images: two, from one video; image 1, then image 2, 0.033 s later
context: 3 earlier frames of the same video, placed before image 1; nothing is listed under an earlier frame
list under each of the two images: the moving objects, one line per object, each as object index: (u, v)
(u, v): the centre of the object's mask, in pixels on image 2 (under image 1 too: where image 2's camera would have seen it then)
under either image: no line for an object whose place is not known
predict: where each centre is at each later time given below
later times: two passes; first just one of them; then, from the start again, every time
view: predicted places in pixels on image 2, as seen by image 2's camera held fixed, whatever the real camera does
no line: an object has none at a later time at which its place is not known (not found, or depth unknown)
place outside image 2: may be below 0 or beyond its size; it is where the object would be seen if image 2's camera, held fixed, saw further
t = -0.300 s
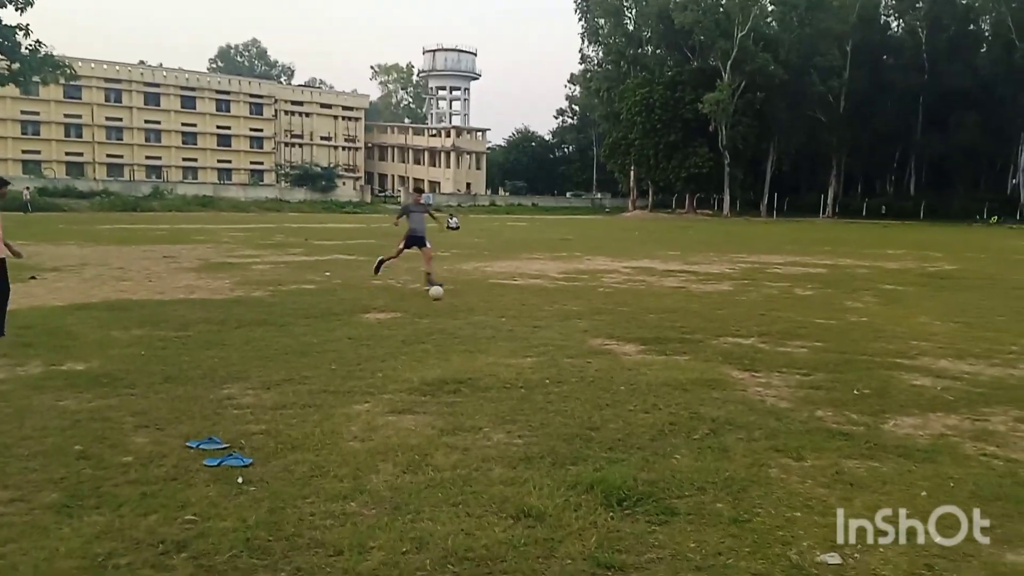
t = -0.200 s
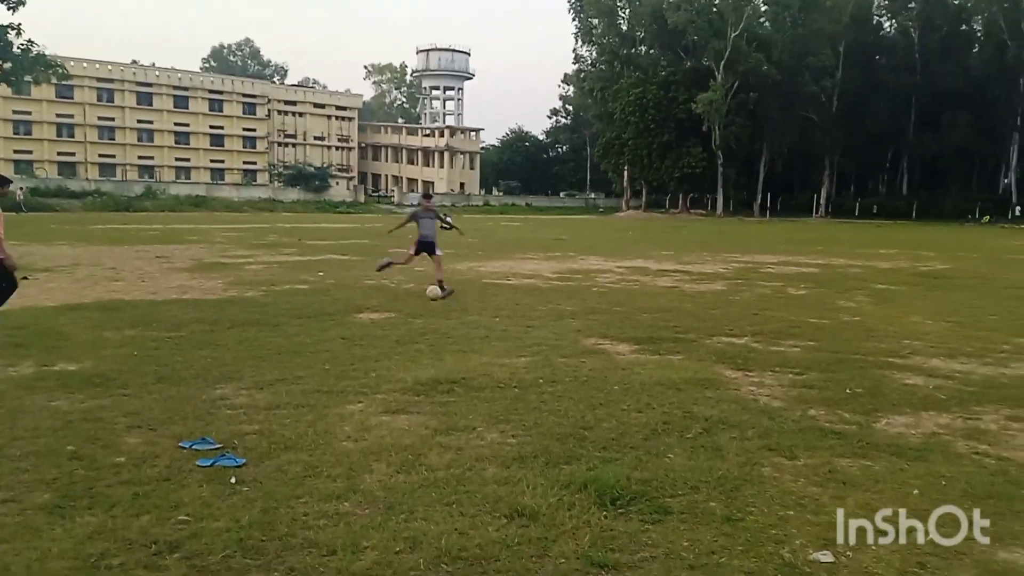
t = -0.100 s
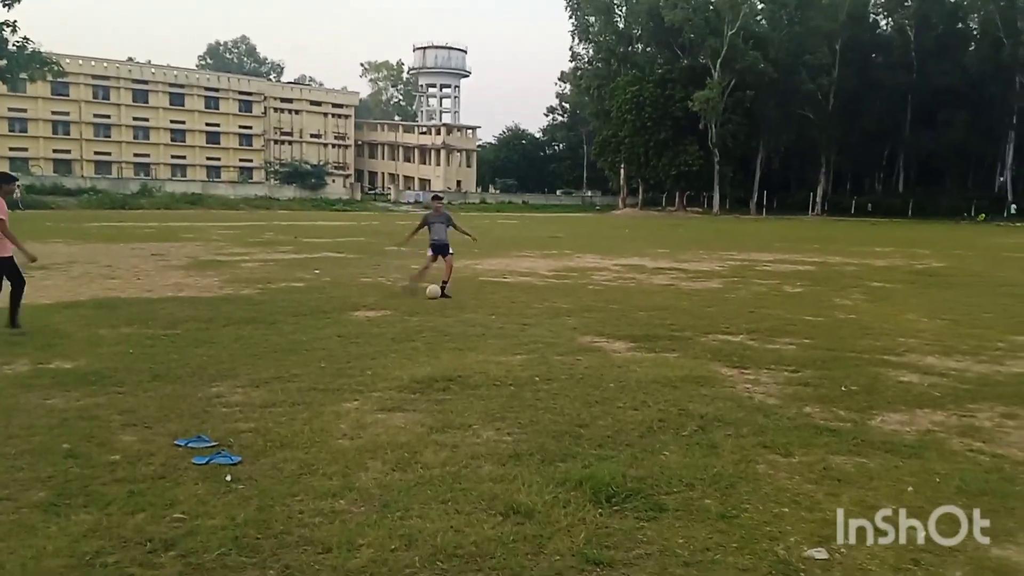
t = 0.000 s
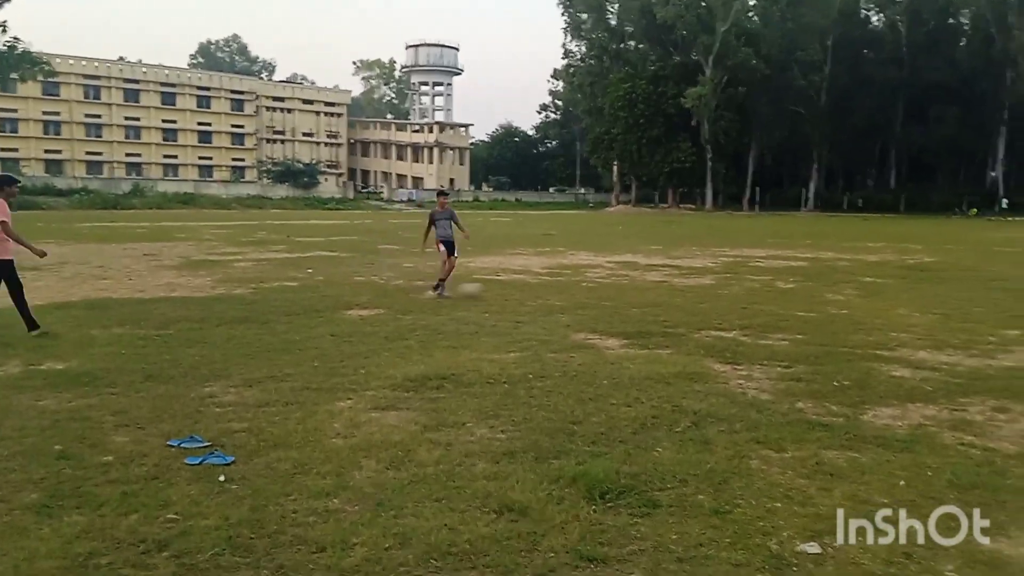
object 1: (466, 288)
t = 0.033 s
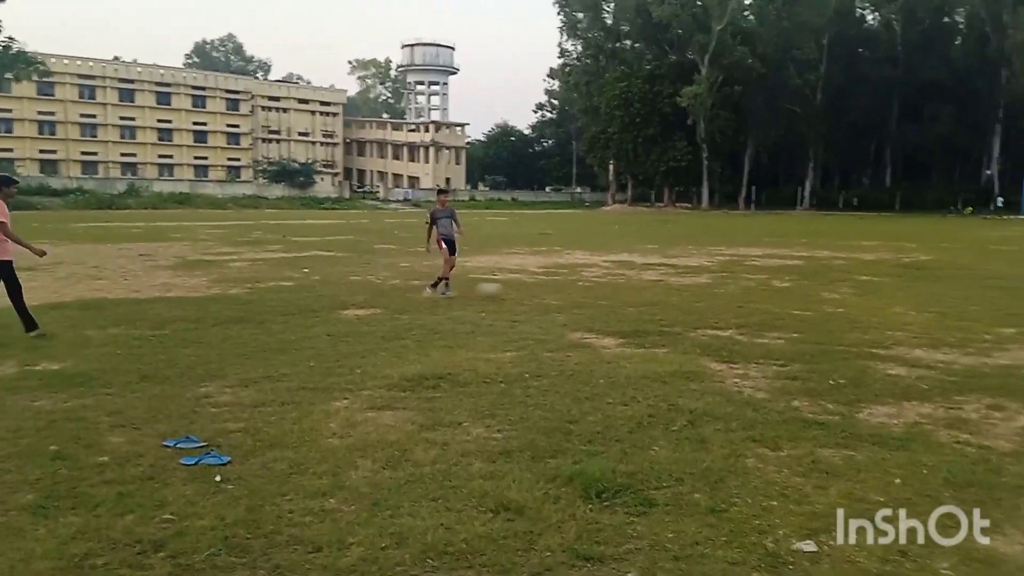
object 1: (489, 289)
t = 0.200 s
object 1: (615, 301)
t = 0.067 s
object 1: (514, 290)
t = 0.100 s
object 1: (538, 292)
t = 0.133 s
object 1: (564, 295)
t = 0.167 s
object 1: (590, 300)
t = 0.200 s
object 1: (615, 301)
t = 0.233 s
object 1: (638, 301)
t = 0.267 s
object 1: (663, 301)
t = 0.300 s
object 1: (687, 303)
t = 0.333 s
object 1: (712, 305)
